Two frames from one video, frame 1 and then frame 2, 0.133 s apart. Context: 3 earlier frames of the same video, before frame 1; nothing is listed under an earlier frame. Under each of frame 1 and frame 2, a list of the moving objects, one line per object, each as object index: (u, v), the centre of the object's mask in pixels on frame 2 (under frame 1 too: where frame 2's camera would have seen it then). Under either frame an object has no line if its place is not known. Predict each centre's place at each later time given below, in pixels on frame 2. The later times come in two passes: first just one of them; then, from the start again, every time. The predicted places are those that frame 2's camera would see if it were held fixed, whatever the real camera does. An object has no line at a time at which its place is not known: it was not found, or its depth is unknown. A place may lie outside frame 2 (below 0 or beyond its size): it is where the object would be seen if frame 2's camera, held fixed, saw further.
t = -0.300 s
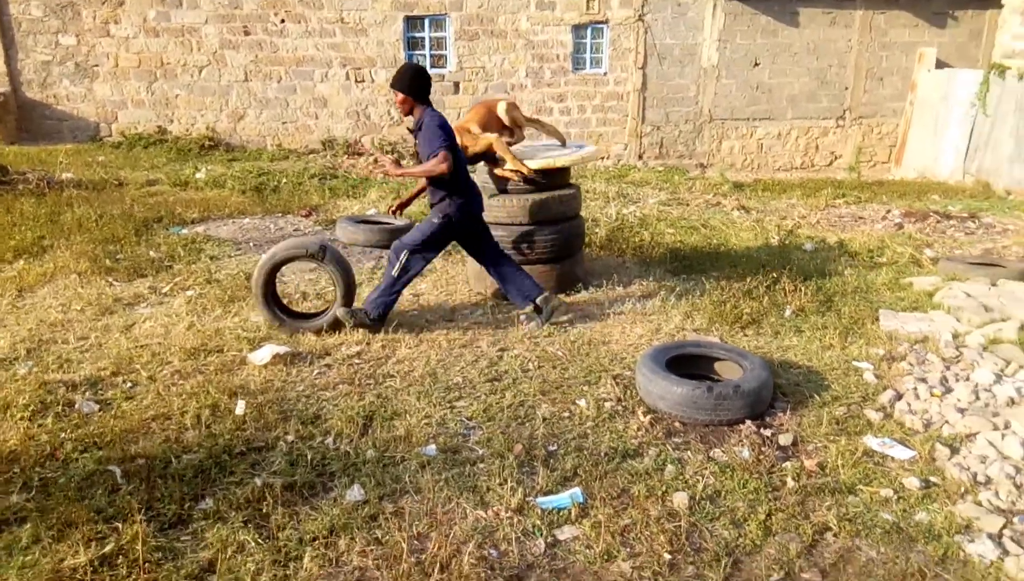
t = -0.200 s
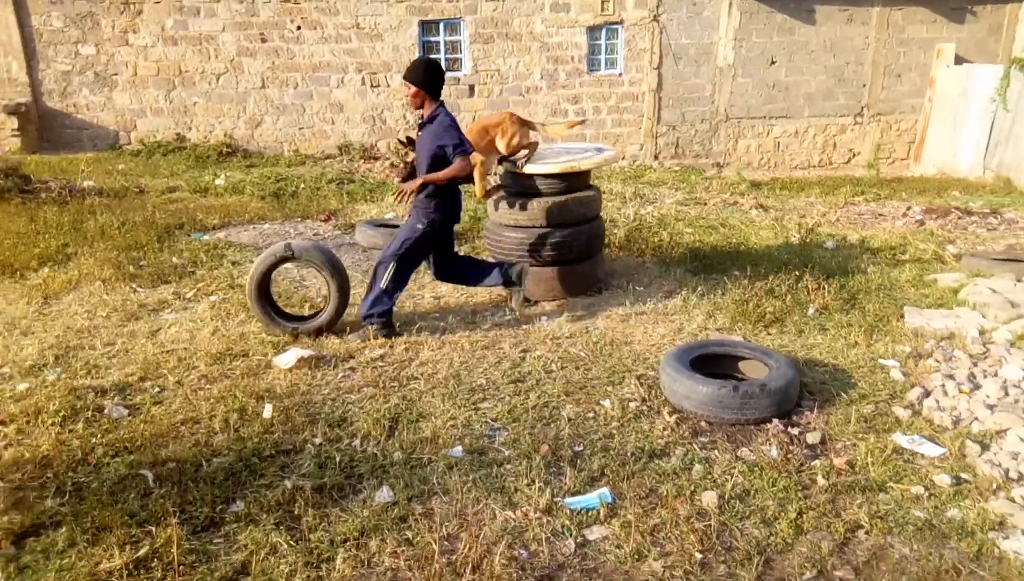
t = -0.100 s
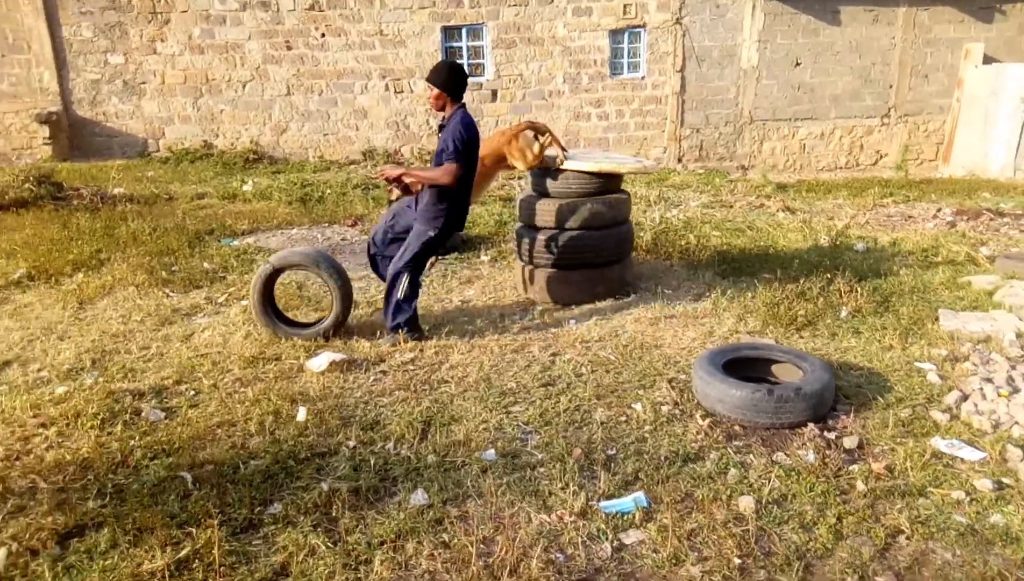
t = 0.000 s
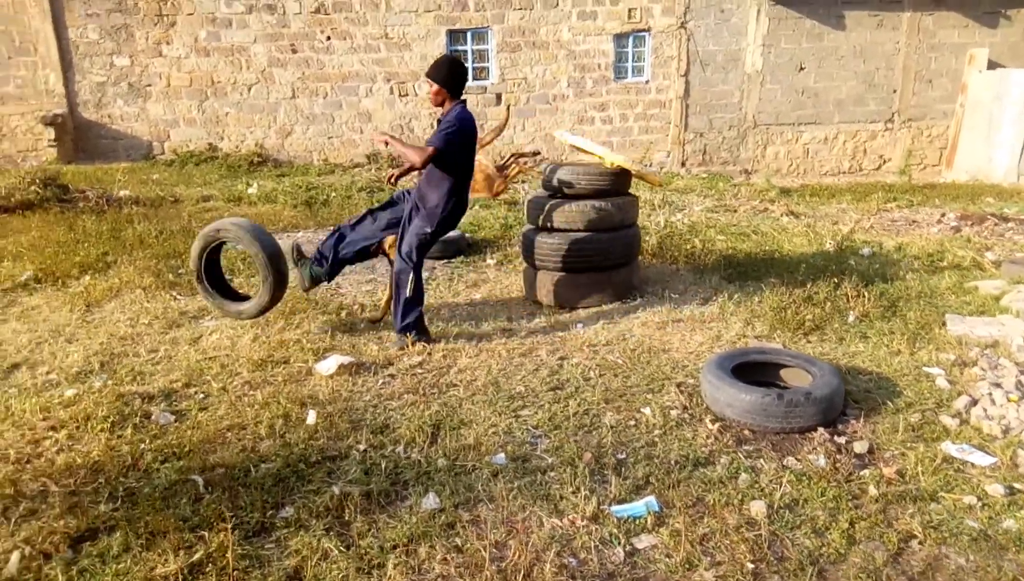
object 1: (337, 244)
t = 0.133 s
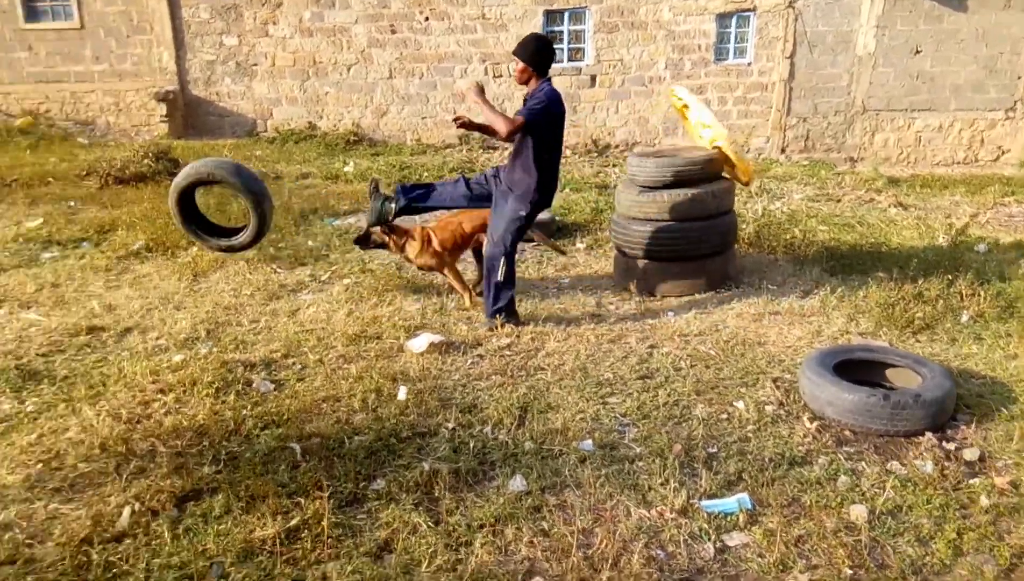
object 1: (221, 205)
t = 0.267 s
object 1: (113, 196)
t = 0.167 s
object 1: (193, 200)
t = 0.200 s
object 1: (166, 197)
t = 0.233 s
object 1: (139, 195)
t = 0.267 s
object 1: (113, 196)
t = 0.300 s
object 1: (87, 199)
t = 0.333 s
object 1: (61, 202)
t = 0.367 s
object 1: (37, 208)
